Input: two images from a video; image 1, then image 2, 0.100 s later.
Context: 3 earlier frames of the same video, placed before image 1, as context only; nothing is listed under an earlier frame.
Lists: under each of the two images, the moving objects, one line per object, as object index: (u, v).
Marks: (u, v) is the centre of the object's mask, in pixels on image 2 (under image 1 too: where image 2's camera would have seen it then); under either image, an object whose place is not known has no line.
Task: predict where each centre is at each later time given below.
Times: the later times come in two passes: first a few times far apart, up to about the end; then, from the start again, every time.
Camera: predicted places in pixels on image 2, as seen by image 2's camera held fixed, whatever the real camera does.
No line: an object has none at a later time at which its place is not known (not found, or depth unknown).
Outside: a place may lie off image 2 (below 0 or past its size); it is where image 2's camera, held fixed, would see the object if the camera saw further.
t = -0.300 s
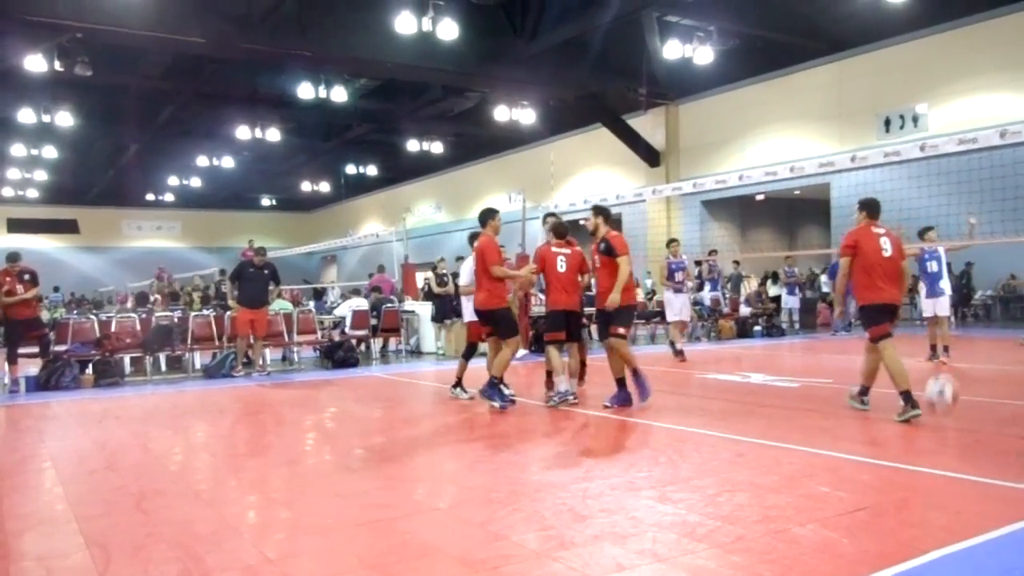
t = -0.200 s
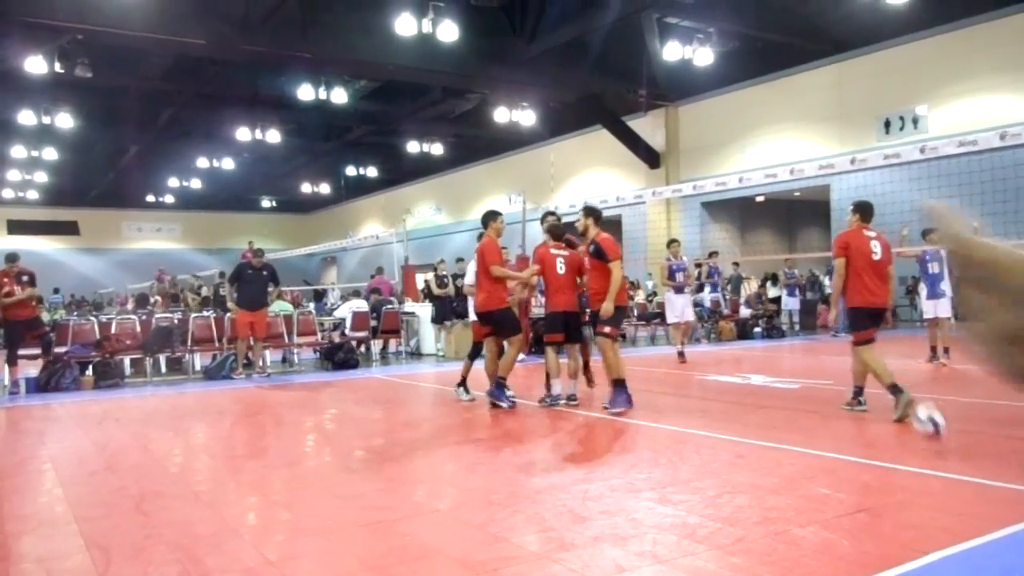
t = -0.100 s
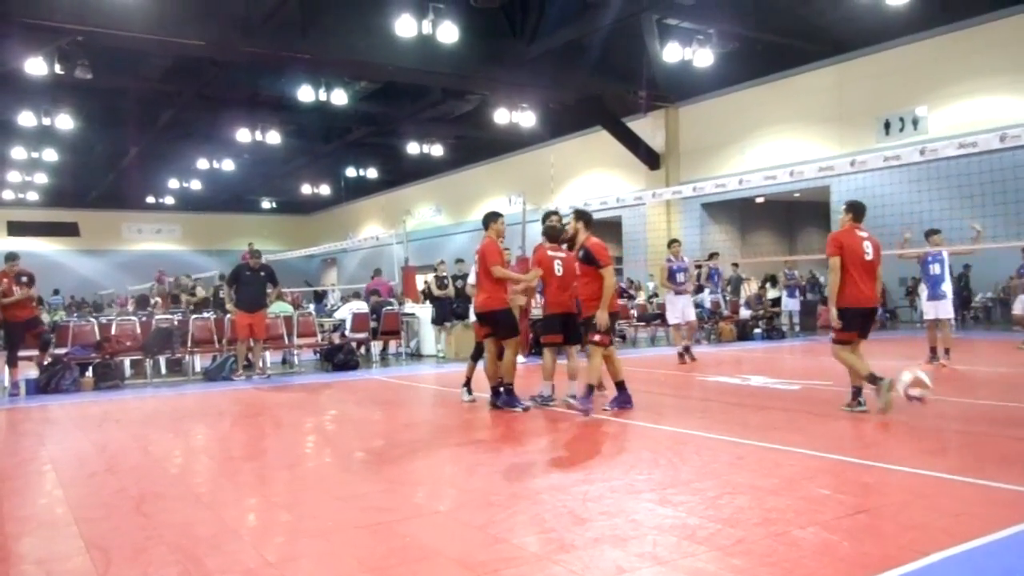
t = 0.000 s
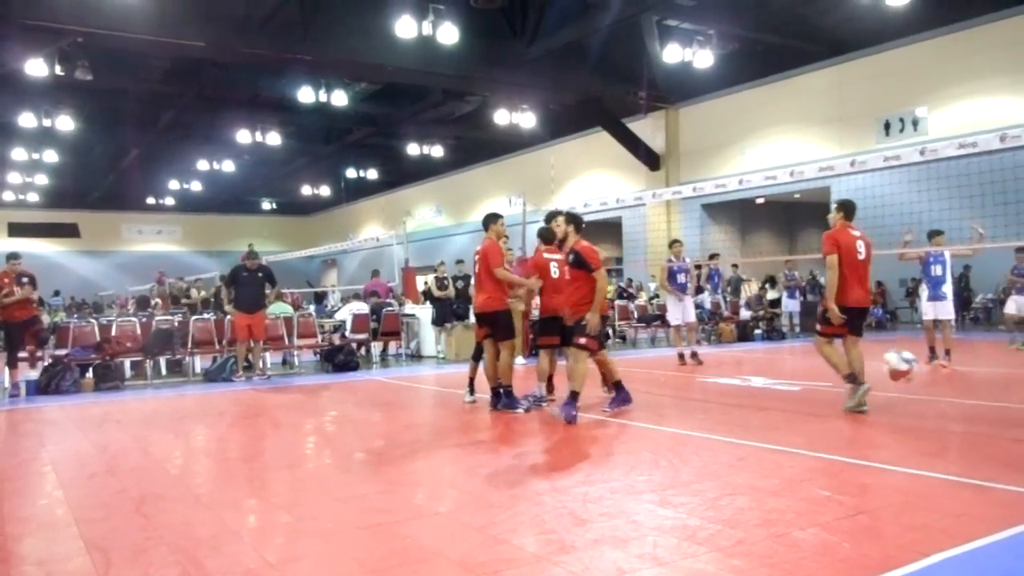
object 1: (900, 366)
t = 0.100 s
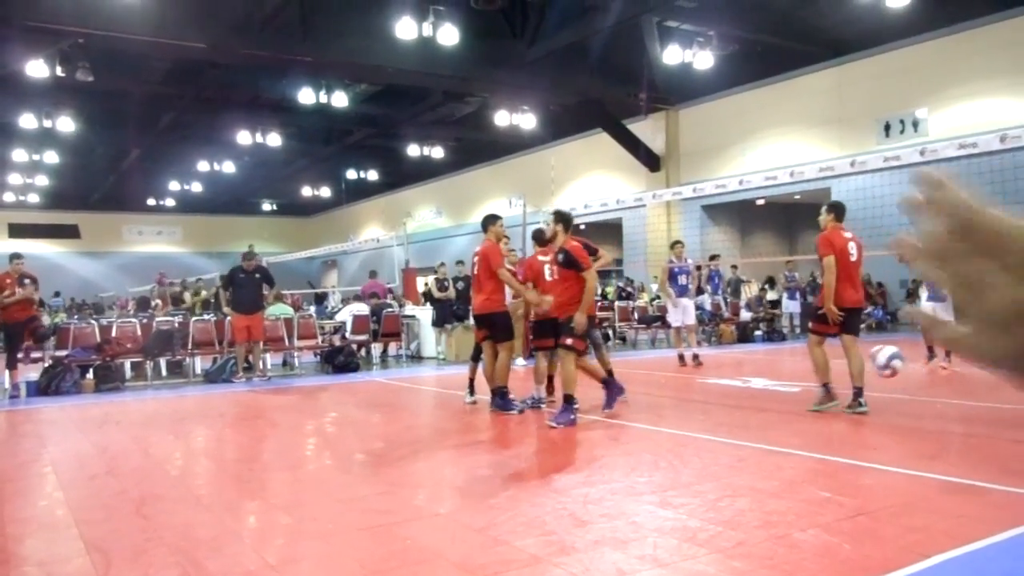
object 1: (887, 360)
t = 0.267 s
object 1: (863, 384)
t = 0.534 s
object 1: (825, 413)
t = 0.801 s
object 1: (781, 408)
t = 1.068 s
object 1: (742, 426)
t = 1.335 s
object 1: (702, 453)
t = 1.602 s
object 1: (660, 446)
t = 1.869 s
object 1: (619, 455)
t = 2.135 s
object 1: (577, 462)
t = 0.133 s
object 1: (881, 362)
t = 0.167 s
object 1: (877, 365)
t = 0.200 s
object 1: (872, 369)
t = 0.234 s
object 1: (867, 375)
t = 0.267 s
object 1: (863, 384)
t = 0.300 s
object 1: (858, 394)
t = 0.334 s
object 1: (854, 404)
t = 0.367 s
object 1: (849, 417)
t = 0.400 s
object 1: (847, 431)
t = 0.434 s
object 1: (842, 441)
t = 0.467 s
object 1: (836, 429)
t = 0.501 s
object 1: (831, 421)
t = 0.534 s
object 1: (825, 413)
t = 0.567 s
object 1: (820, 406)
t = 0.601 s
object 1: (815, 401)
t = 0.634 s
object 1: (809, 398)
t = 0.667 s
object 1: (803, 397)
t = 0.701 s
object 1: (798, 397)
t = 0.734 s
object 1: (793, 399)
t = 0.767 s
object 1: (788, 403)
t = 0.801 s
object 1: (781, 408)
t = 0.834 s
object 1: (778, 414)
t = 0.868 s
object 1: (774, 424)
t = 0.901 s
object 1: (768, 436)
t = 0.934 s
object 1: (764, 450)
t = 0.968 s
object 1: (758, 444)
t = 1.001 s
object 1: (753, 436)
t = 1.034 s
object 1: (748, 430)
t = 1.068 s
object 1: (742, 426)
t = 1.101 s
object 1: (737, 423)
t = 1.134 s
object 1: (732, 422)
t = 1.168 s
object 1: (727, 423)
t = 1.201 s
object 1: (722, 425)
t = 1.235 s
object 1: (716, 429)
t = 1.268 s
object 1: (711, 435)
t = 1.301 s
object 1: (706, 444)
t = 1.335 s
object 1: (702, 453)
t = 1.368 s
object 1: (696, 452)
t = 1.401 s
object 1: (691, 446)
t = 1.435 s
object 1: (686, 441)
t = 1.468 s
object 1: (680, 438)
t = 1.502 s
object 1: (675, 437)
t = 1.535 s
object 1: (671, 438)
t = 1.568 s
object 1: (665, 441)
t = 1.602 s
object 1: (660, 446)
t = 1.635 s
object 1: (655, 453)
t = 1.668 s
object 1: (650, 460)
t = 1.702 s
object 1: (645, 455)
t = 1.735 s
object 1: (640, 451)
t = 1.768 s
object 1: (634, 449)
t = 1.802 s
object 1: (629, 449)
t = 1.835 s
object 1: (624, 451)
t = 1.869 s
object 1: (619, 455)
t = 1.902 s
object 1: (614, 460)
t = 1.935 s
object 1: (609, 461)
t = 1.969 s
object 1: (603, 457)
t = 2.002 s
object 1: (597, 456)
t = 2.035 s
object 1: (593, 457)
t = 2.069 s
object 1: (587, 460)
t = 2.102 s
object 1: (582, 464)
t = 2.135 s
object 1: (577, 462)
